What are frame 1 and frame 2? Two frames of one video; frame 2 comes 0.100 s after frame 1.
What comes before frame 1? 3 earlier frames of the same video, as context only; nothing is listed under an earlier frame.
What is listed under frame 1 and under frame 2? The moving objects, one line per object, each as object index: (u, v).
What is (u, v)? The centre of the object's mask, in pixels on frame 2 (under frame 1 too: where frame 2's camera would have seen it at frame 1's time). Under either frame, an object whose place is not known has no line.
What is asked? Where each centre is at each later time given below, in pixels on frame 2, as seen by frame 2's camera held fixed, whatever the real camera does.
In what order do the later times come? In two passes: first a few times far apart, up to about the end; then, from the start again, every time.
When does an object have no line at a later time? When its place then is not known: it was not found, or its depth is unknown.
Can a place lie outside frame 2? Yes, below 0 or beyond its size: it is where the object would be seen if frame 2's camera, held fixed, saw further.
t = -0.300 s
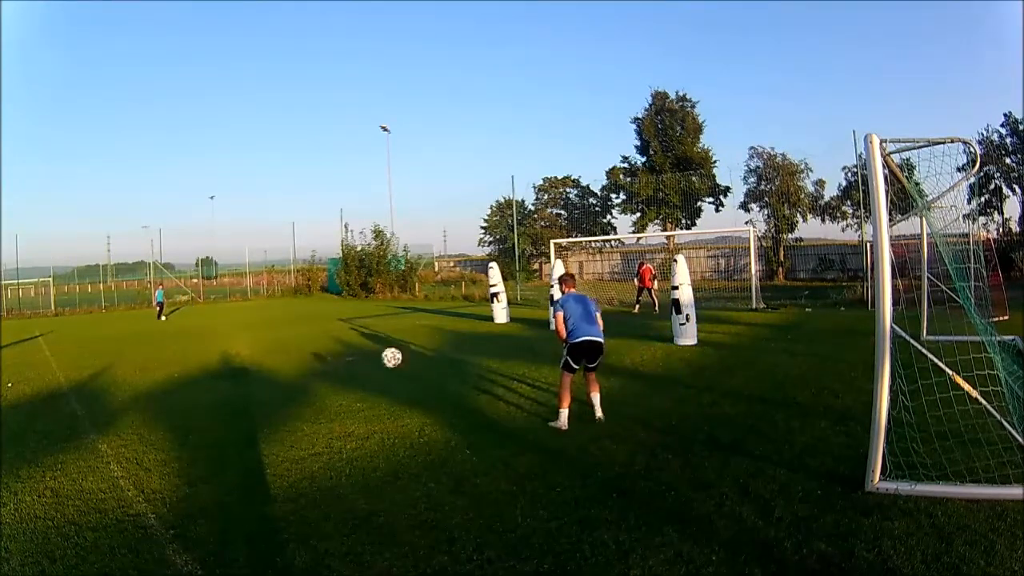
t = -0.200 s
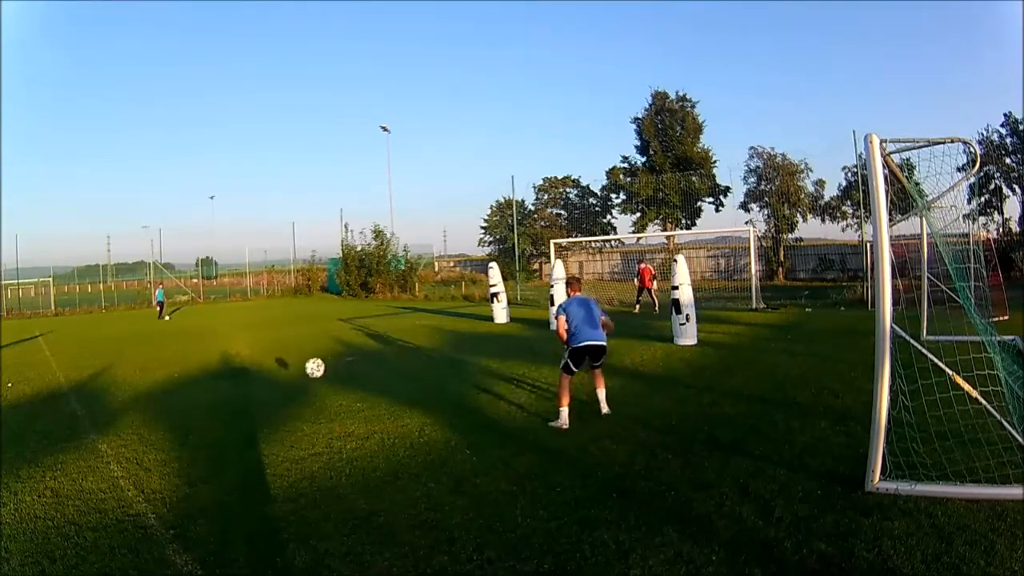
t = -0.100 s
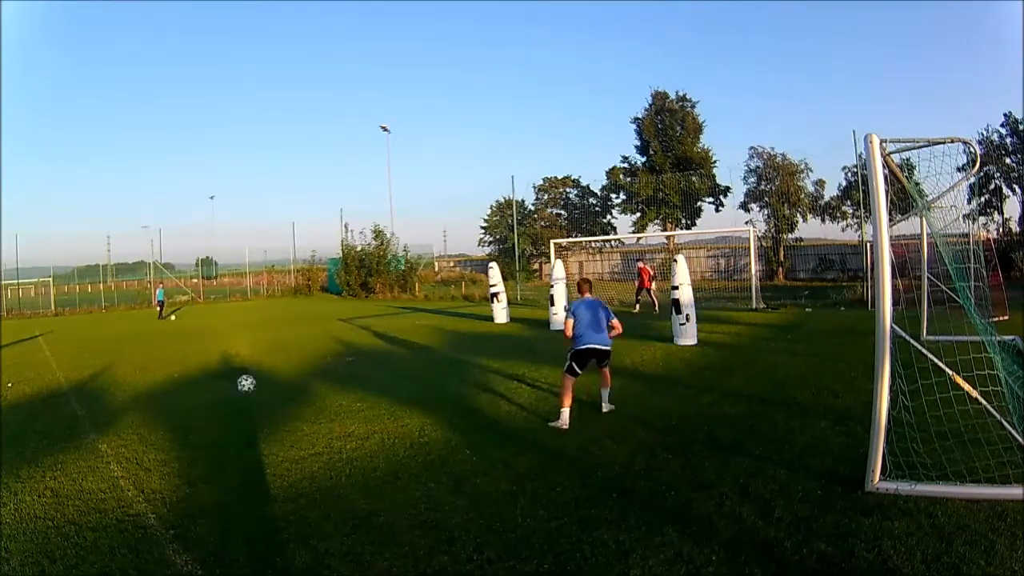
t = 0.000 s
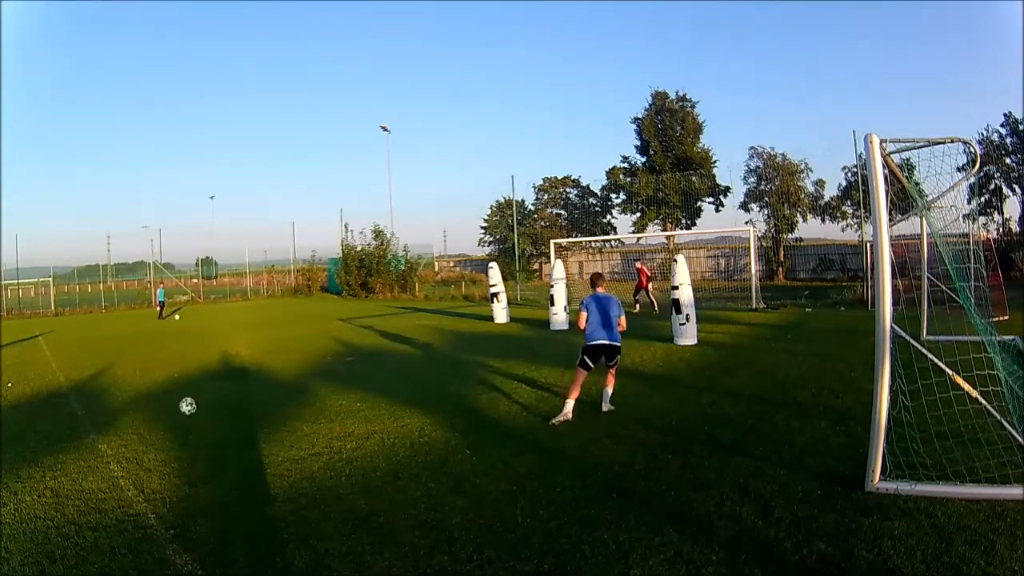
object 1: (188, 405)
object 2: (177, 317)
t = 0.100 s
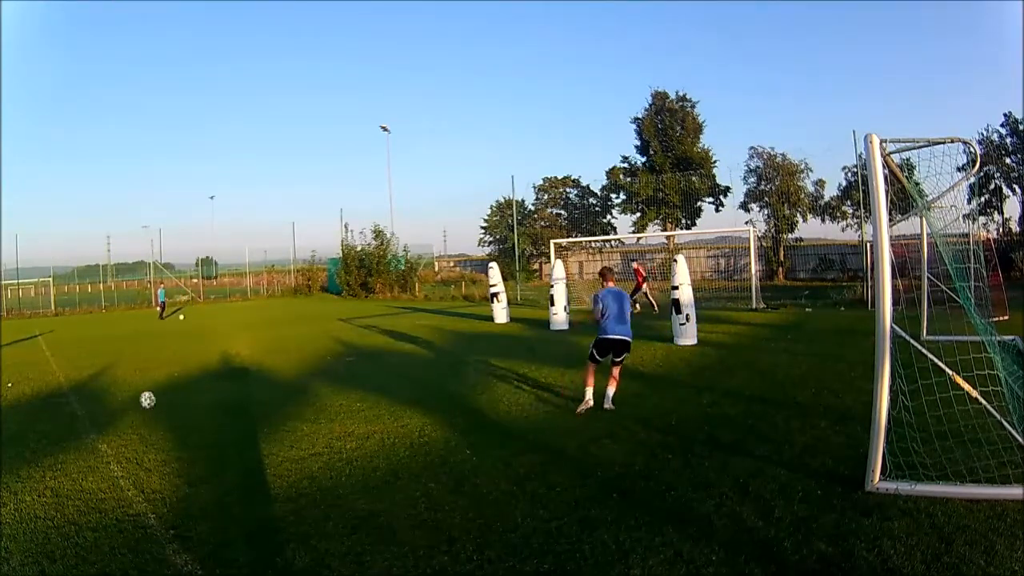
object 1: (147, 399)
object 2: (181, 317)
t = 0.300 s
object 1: (89, 381)
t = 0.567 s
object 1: (34, 398)
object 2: (199, 316)
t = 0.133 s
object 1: (136, 394)
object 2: (183, 317)
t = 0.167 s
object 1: (126, 390)
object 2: (184, 316)
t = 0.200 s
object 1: (116, 387)
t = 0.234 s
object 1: (106, 384)
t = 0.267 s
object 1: (97, 382)
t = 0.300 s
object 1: (89, 381)
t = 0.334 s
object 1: (81, 381)
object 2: (191, 316)
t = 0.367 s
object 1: (73, 382)
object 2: (192, 316)
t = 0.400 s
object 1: (66, 383)
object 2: (193, 316)
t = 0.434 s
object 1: (59, 385)
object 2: (194, 316)
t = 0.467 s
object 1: (52, 388)
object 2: (195, 316)
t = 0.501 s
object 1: (46, 391)
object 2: (196, 316)
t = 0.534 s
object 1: (40, 396)
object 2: (198, 316)
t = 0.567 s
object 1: (34, 398)
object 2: (199, 316)
